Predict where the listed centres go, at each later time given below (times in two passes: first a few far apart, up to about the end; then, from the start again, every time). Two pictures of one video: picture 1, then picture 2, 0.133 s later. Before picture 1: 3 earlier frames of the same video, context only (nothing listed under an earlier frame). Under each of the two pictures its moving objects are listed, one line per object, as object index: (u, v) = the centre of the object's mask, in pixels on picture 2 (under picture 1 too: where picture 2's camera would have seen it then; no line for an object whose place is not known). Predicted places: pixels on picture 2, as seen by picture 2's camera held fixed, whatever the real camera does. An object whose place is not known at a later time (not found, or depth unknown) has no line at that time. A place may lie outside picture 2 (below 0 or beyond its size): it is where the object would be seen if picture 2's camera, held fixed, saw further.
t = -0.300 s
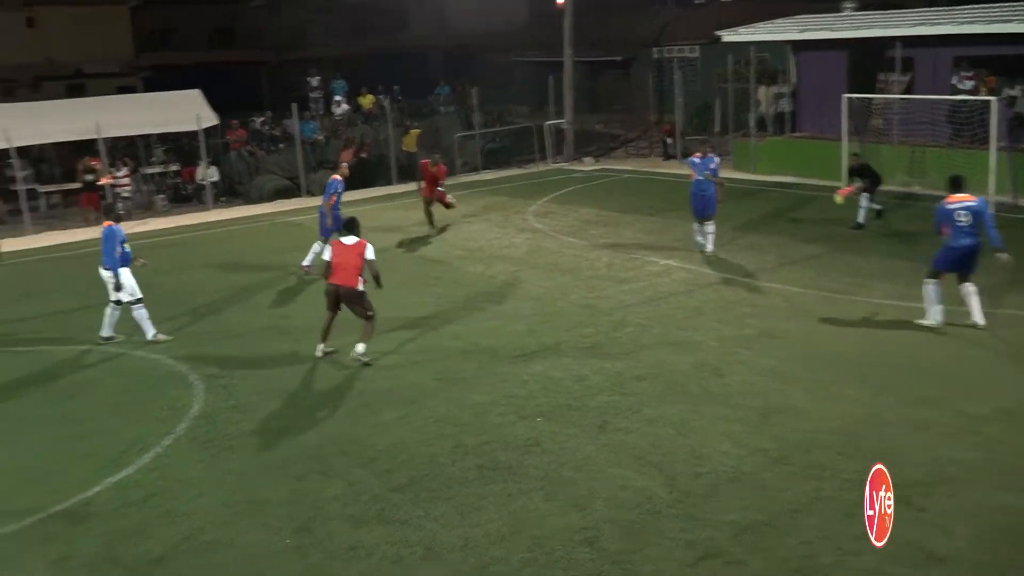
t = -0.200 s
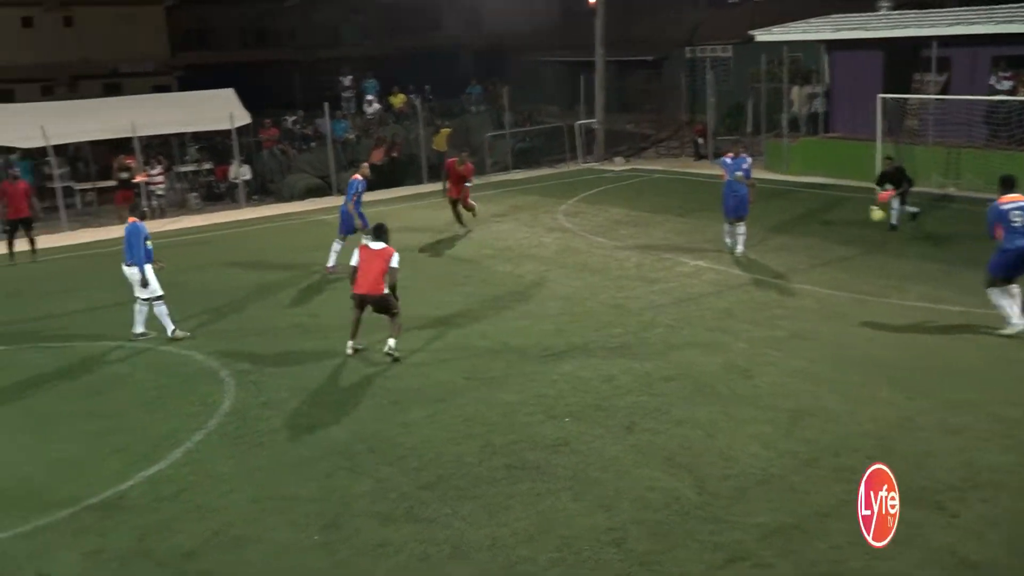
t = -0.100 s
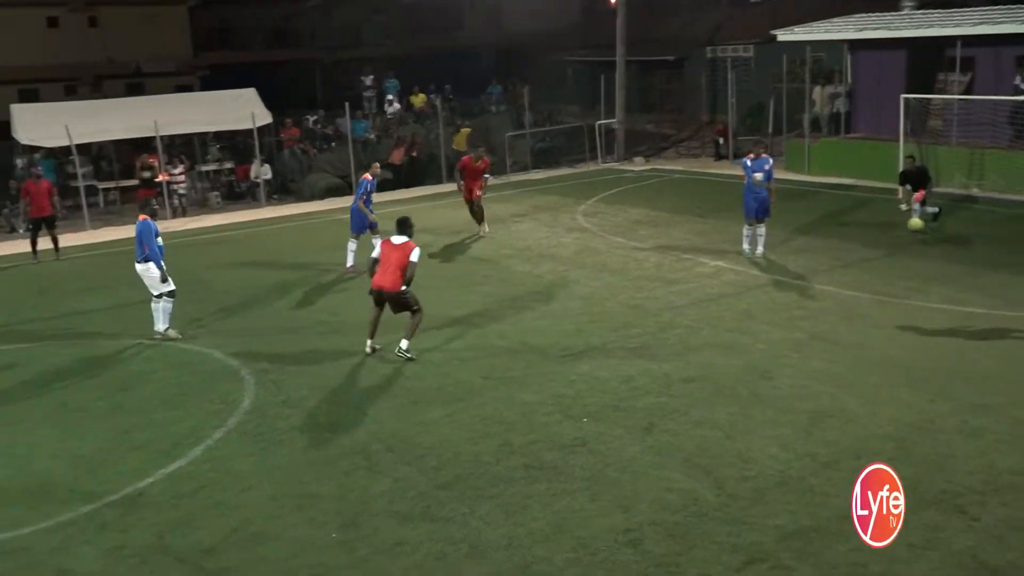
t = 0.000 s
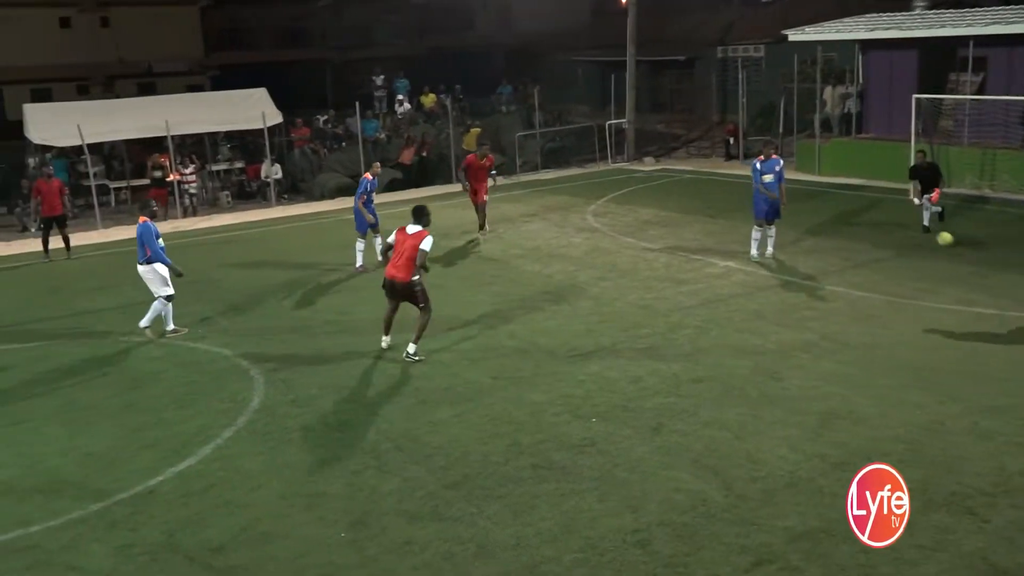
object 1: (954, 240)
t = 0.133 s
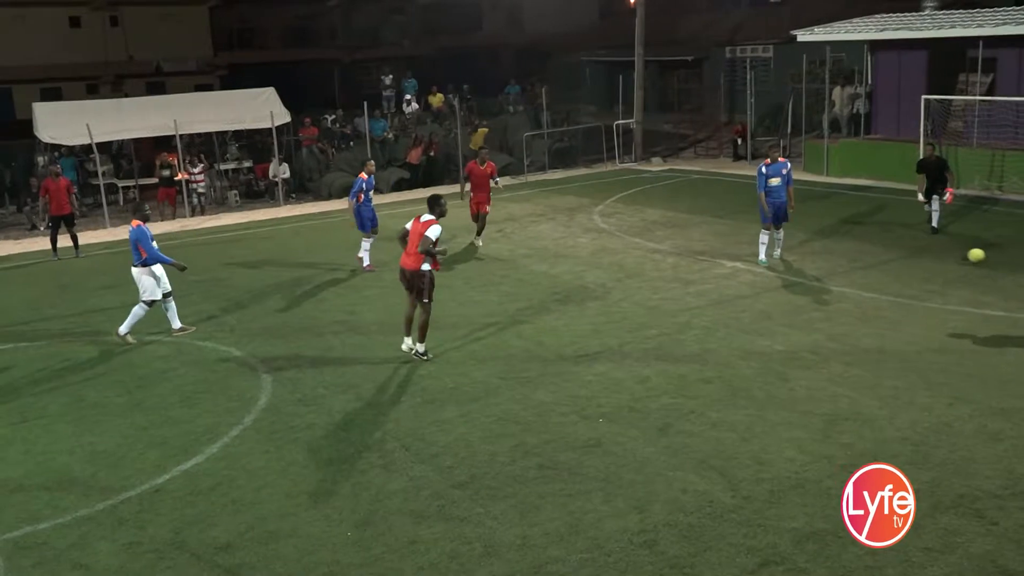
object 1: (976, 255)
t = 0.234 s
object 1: (991, 262)
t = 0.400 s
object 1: (1017, 280)
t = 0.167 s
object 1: (981, 257)
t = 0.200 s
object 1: (986, 259)
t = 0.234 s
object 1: (991, 262)
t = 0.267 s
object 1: (997, 267)
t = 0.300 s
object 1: (1002, 272)
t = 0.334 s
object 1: (1007, 275)
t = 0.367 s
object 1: (1012, 277)
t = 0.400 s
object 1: (1017, 280)
